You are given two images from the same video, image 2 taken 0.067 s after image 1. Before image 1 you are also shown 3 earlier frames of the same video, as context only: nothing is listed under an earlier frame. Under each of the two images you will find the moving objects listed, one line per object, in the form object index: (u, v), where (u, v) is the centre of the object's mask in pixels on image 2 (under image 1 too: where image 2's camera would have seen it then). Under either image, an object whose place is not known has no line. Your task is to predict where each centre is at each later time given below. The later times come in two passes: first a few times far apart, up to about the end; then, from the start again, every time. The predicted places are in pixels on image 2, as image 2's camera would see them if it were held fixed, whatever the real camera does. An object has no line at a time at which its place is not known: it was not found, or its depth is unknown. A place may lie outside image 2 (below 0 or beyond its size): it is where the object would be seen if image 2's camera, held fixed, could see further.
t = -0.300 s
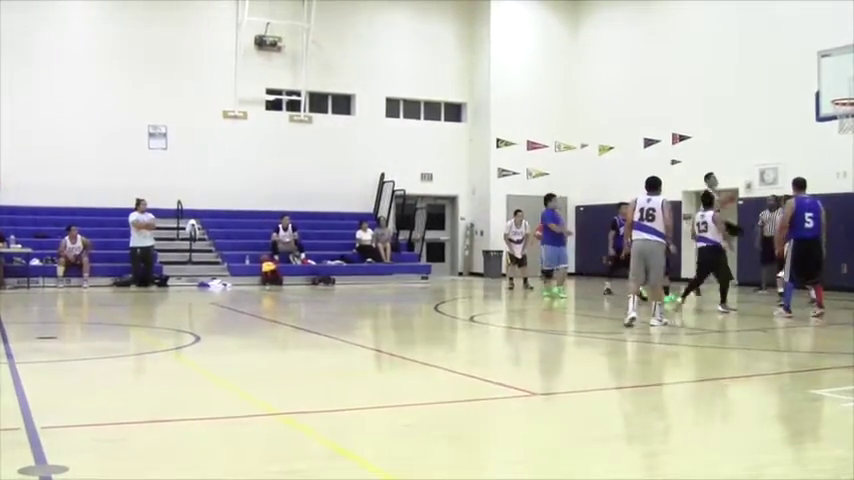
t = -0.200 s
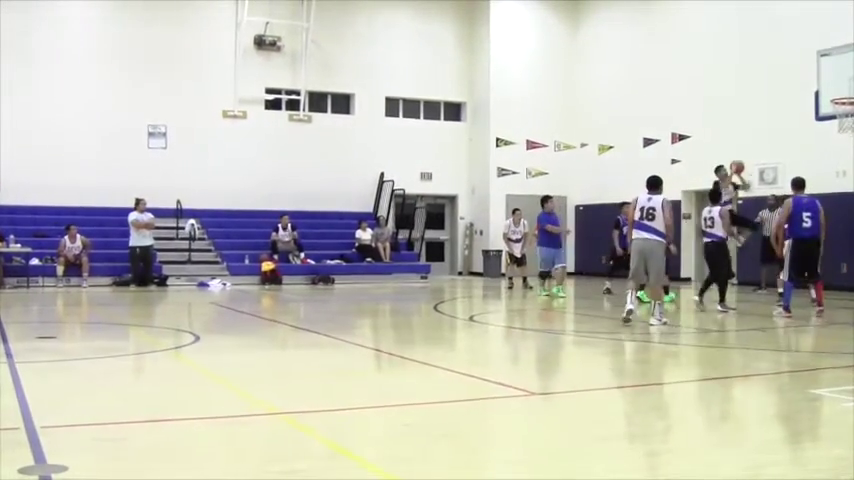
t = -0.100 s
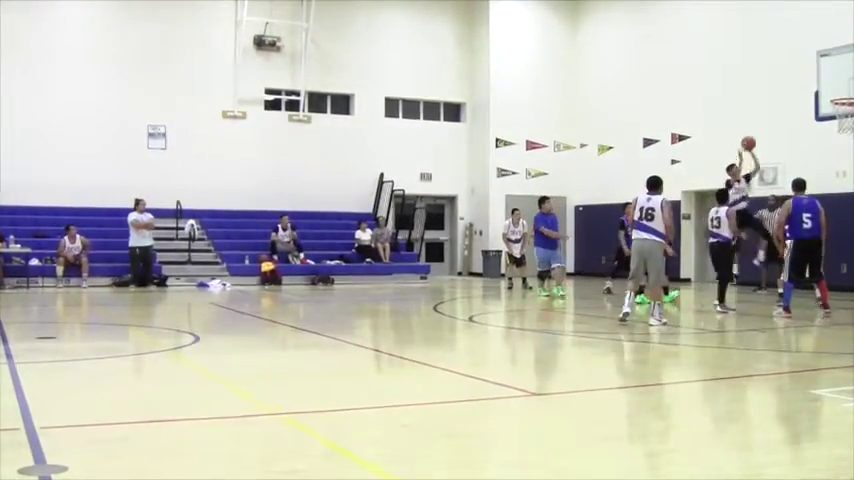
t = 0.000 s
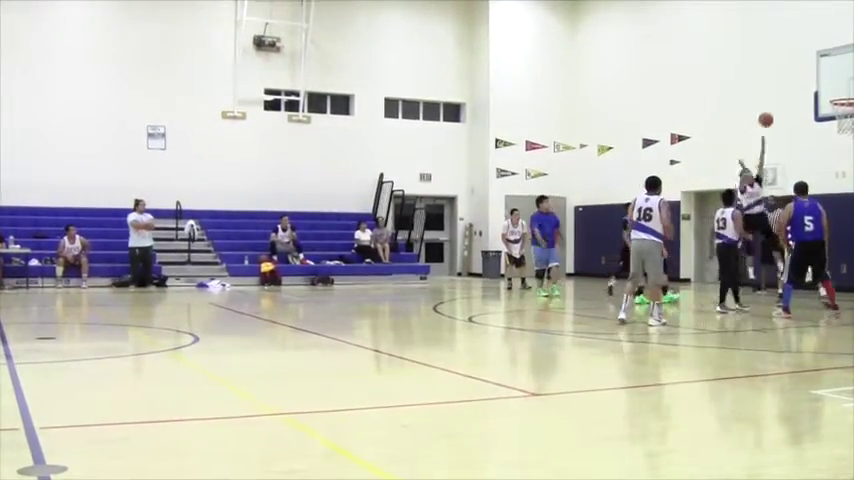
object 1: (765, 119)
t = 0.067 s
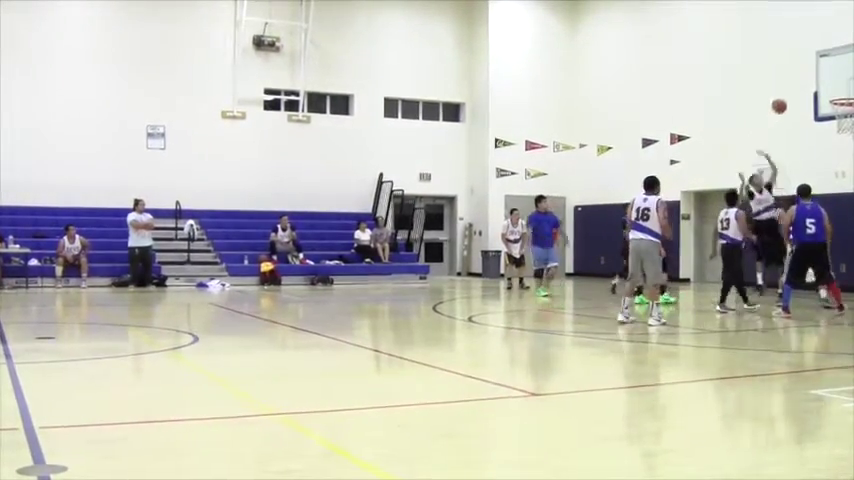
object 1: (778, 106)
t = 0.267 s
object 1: (821, 81)
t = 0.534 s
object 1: (848, 88)
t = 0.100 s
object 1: (785, 100)
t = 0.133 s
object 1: (793, 95)
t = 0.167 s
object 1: (800, 91)
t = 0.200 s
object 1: (807, 87)
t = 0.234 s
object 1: (814, 84)
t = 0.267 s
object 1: (821, 81)
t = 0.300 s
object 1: (829, 79)
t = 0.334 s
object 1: (834, 78)
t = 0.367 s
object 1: (837, 78)
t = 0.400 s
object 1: (839, 79)
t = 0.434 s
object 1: (842, 80)
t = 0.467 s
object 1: (844, 82)
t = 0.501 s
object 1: (846, 85)
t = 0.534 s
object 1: (848, 88)
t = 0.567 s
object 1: (851, 94)
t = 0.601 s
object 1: (852, 98)
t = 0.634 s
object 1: (852, 103)
